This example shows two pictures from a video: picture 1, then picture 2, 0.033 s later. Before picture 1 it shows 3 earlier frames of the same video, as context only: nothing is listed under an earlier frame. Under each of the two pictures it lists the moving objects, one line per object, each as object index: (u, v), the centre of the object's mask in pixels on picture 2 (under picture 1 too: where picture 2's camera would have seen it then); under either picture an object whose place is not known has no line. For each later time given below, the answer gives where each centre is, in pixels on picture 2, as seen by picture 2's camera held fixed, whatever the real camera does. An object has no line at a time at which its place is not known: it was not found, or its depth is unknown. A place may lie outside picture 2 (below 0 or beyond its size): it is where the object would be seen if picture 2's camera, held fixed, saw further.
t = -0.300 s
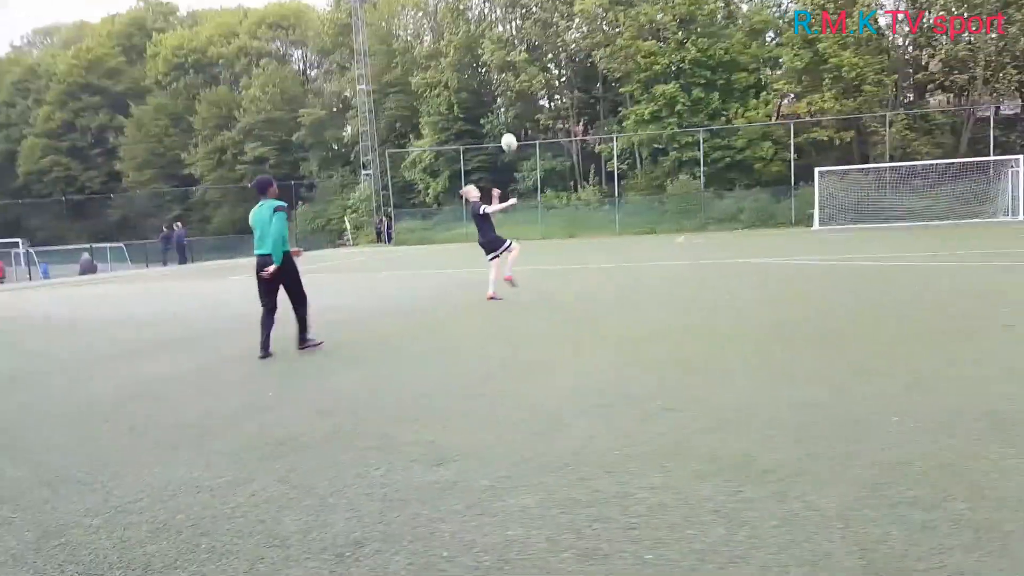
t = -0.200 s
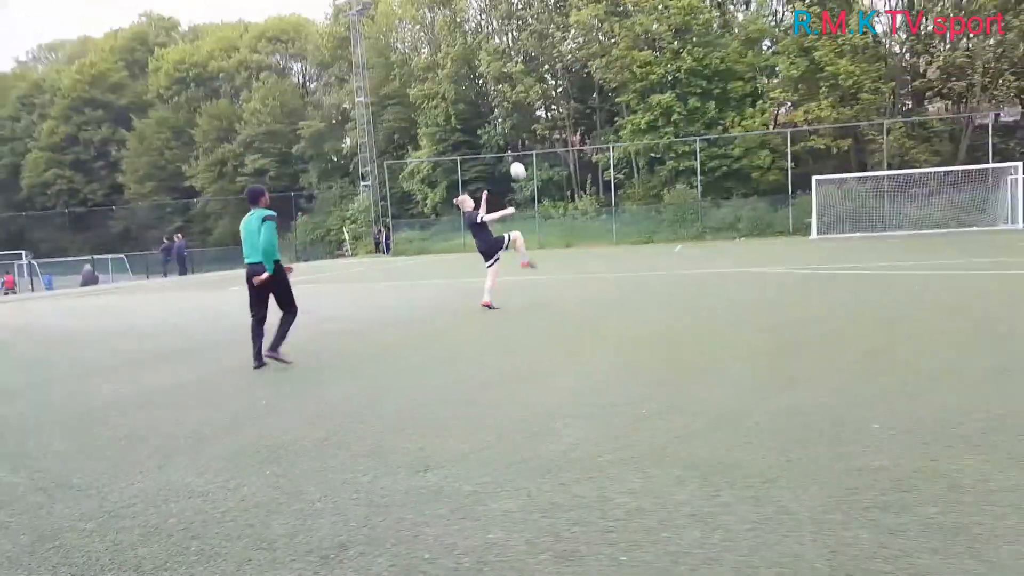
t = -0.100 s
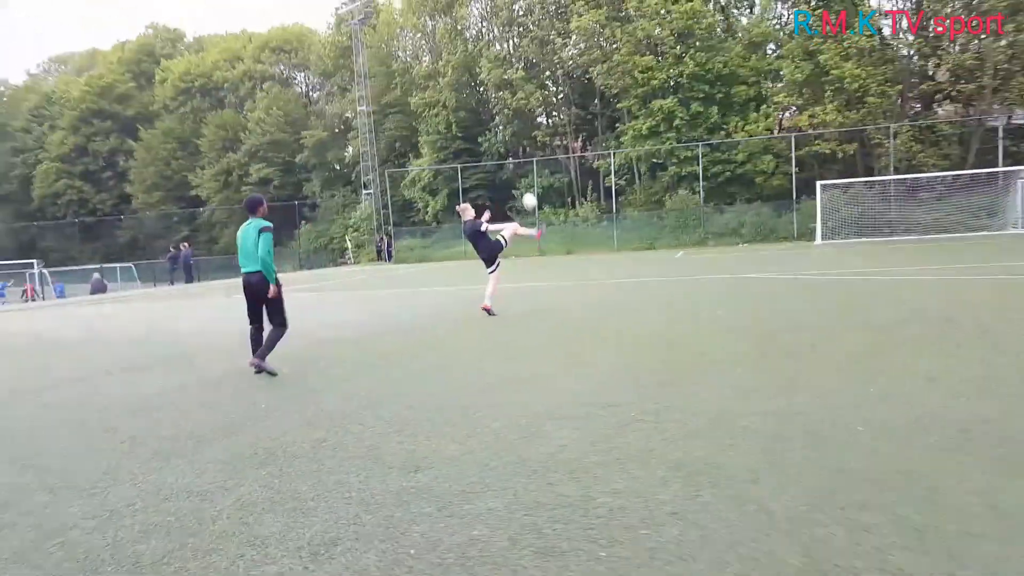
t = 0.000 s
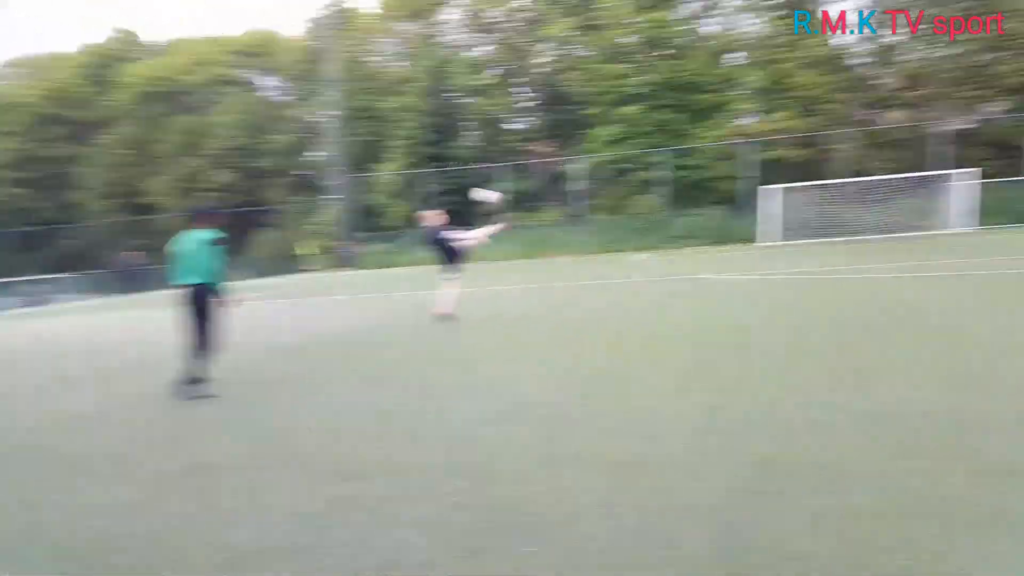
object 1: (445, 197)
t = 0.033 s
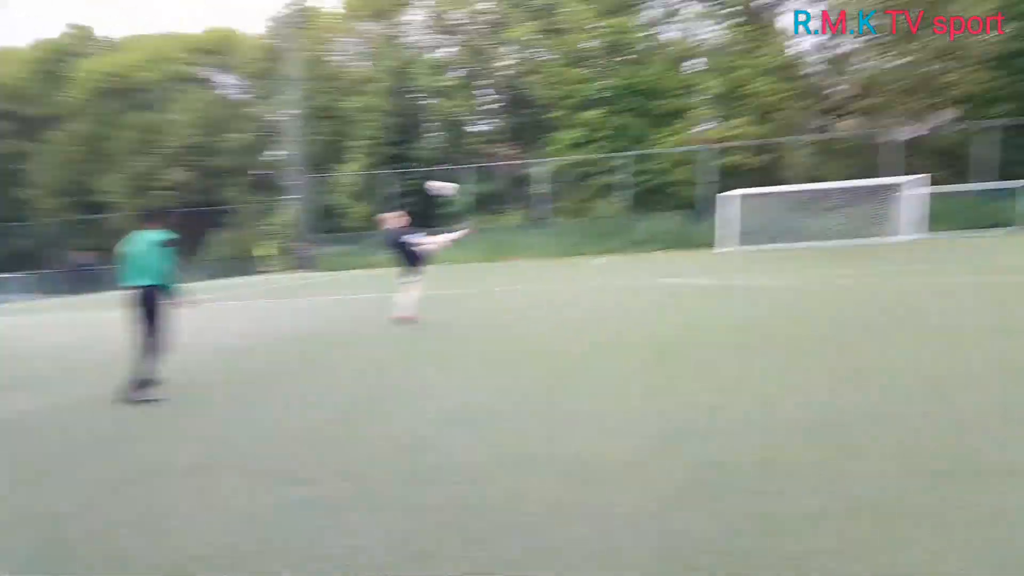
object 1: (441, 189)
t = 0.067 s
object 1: (434, 179)
